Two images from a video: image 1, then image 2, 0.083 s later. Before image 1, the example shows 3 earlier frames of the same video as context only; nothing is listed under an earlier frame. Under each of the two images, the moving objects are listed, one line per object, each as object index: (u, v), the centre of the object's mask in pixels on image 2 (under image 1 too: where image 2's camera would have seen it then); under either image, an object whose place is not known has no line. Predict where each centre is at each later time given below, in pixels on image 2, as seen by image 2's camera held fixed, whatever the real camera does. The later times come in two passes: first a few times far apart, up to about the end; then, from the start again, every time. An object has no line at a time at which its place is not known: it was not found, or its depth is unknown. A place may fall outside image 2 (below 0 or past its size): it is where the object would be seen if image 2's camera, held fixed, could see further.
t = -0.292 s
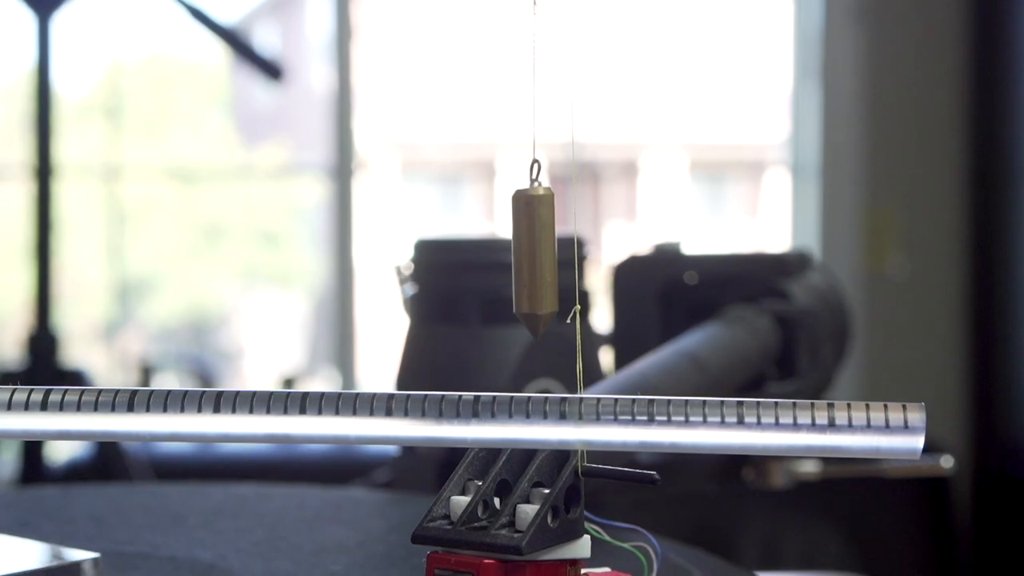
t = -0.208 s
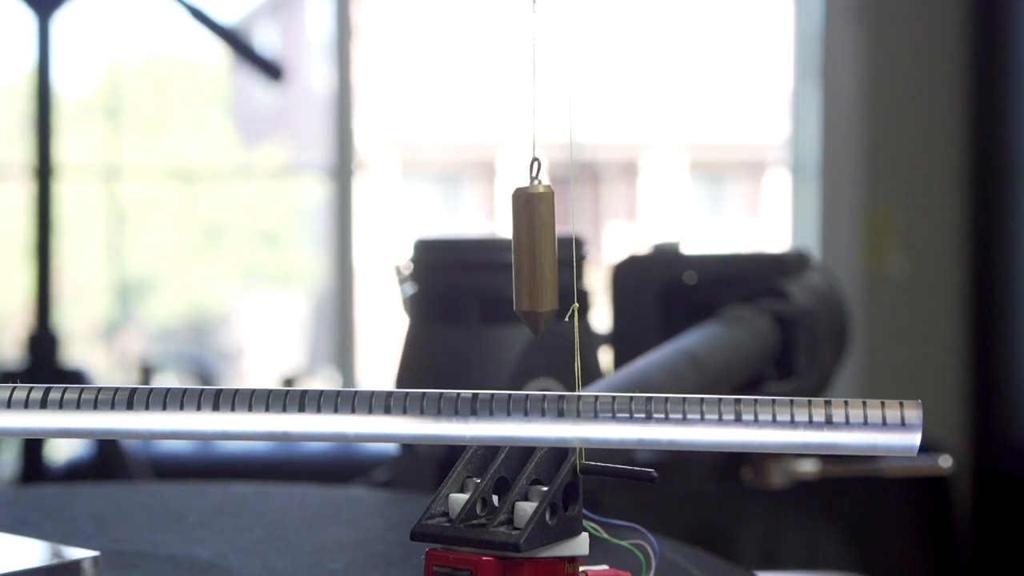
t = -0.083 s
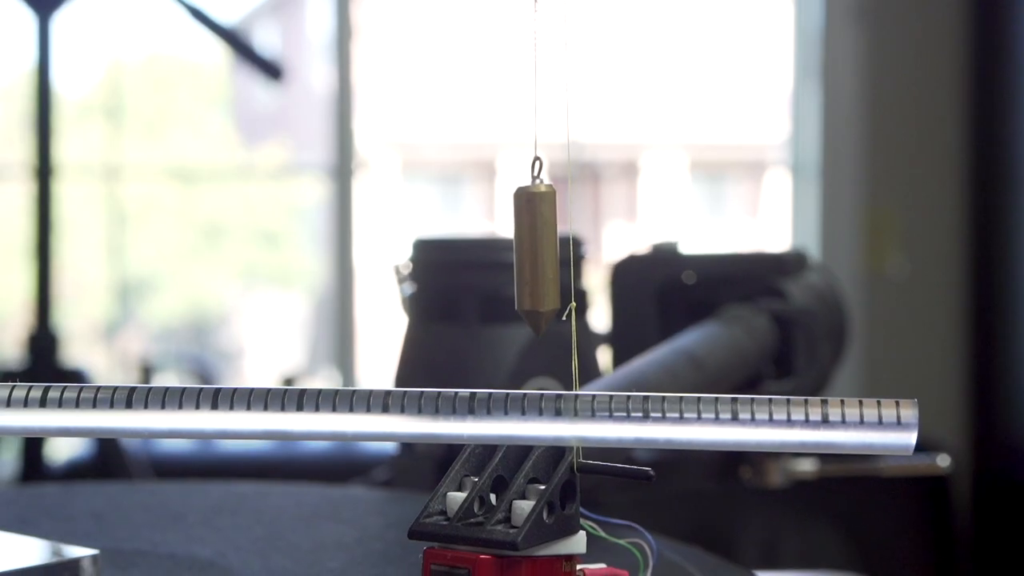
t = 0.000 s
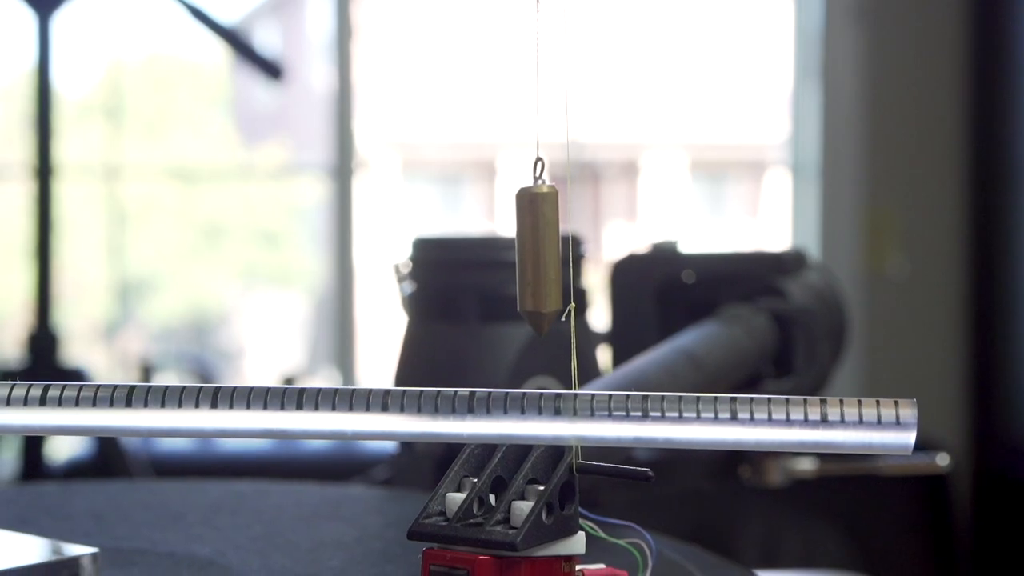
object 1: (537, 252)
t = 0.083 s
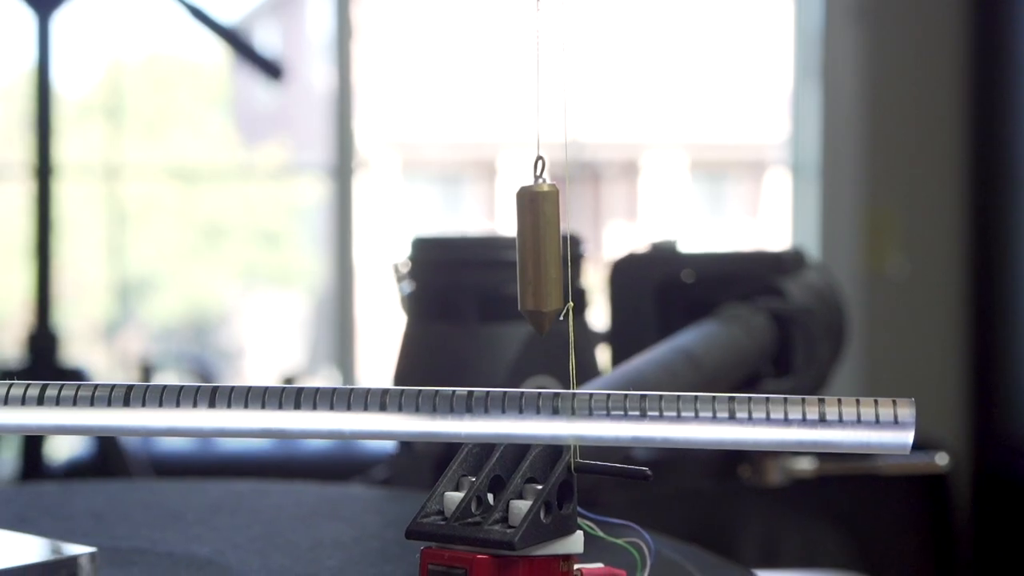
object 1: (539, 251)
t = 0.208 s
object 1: (541, 249)
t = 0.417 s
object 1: (534, 249)
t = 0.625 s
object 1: (519, 245)
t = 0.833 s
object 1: (507, 249)
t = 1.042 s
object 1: (514, 257)
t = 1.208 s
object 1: (525, 257)
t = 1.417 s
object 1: (522, 259)
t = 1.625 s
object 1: (500, 259)
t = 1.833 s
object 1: (482, 267)
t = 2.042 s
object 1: (487, 269)
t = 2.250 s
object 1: (499, 276)
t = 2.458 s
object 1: (495, 282)
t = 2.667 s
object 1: (476, 281)
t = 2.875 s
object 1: (465, 276)
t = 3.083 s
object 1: (474, 278)
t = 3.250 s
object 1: (482, 281)
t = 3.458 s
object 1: (477, 284)
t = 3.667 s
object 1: (462, 287)
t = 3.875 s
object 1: (463, 290)
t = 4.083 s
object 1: (471, 289)
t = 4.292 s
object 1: (459, 289)
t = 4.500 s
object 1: (442, 287)
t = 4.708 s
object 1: (448, 288)
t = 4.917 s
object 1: (471, 288)
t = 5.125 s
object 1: (475, 289)
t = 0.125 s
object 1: (540, 251)
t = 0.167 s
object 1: (540, 250)
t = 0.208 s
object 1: (541, 249)
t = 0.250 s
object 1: (540, 250)
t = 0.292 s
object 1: (539, 250)
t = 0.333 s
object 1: (538, 250)
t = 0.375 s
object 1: (536, 251)
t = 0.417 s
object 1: (534, 249)
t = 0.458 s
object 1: (532, 247)
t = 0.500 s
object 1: (529, 245)
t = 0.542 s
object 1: (526, 245)
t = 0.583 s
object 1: (522, 244)
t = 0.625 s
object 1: (519, 245)
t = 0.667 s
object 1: (516, 246)
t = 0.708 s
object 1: (513, 246)
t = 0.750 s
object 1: (510, 247)
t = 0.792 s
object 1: (508, 248)
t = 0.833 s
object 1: (507, 249)
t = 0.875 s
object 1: (507, 249)
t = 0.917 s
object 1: (507, 250)
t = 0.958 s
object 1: (509, 251)
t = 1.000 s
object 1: (511, 254)
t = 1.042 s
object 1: (514, 257)
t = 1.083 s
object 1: (517, 258)
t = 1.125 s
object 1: (520, 259)
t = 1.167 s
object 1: (523, 258)
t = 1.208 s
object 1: (525, 257)
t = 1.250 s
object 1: (526, 257)
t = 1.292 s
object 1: (527, 258)
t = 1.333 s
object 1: (526, 257)
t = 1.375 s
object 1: (525, 258)
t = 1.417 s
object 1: (522, 259)
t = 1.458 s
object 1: (518, 259)
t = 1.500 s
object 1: (514, 258)
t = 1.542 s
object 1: (509, 259)
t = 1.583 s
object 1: (505, 258)
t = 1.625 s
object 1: (500, 259)
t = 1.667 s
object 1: (495, 260)
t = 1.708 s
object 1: (491, 262)
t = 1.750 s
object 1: (487, 264)
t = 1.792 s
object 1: (484, 265)
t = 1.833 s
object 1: (482, 267)
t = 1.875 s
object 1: (481, 268)
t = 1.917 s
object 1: (481, 269)
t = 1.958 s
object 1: (483, 269)
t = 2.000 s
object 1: (485, 268)
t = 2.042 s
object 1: (487, 269)
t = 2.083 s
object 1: (489, 269)
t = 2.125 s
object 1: (492, 270)
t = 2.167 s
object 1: (494, 273)
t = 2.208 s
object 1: (497, 272)
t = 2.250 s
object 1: (499, 276)
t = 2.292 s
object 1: (500, 280)
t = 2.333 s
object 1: (501, 283)
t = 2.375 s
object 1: (500, 284)
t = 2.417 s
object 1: (498, 283)
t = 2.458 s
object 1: (495, 282)
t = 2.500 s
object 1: (492, 280)
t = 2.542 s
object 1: (488, 279)
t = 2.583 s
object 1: (484, 279)
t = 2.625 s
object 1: (480, 280)
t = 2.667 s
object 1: (476, 281)
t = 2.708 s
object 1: (472, 281)
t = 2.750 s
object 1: (469, 280)
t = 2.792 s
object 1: (467, 281)
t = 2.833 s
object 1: (466, 279)
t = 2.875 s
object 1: (465, 276)
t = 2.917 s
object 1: (465, 276)
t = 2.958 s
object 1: (467, 277)
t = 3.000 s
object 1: (469, 277)
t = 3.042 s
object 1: (471, 278)
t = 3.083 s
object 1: (474, 278)
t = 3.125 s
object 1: (477, 278)
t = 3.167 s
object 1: (479, 279)
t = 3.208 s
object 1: (481, 280)
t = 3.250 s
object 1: (482, 281)
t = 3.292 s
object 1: (483, 283)
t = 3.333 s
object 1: (482, 284)
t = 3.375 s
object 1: (481, 285)
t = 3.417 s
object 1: (479, 284)
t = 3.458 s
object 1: (477, 284)
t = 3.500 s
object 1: (474, 284)
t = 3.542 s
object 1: (471, 285)
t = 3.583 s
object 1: (468, 285)
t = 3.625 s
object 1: (465, 286)
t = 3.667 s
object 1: (462, 287)
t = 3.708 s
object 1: (461, 287)
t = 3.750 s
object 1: (460, 288)
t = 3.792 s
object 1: (460, 288)
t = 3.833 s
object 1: (461, 289)
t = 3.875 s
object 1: (463, 290)
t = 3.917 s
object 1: (465, 290)
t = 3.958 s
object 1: (467, 290)
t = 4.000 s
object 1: (469, 289)
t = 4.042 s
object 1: (471, 289)
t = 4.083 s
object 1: (471, 289)
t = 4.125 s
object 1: (471, 290)
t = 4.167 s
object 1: (469, 290)
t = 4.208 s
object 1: (466, 291)
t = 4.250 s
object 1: (463, 289)
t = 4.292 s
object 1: (459, 289)
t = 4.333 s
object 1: (454, 289)
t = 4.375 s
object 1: (451, 289)
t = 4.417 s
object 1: (447, 289)
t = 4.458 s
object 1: (444, 288)
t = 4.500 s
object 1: (442, 287)
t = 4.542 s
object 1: (441, 287)
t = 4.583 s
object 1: (441, 285)
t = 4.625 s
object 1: (442, 286)
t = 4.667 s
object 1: (445, 287)
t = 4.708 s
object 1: (448, 288)
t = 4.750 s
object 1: (453, 287)
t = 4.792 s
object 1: (458, 288)
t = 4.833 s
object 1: (462, 289)
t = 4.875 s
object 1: (467, 288)
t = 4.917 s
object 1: (471, 288)
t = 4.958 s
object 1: (474, 288)
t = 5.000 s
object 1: (476, 288)
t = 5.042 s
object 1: (477, 288)
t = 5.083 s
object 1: (477, 288)
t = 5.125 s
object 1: (475, 289)
